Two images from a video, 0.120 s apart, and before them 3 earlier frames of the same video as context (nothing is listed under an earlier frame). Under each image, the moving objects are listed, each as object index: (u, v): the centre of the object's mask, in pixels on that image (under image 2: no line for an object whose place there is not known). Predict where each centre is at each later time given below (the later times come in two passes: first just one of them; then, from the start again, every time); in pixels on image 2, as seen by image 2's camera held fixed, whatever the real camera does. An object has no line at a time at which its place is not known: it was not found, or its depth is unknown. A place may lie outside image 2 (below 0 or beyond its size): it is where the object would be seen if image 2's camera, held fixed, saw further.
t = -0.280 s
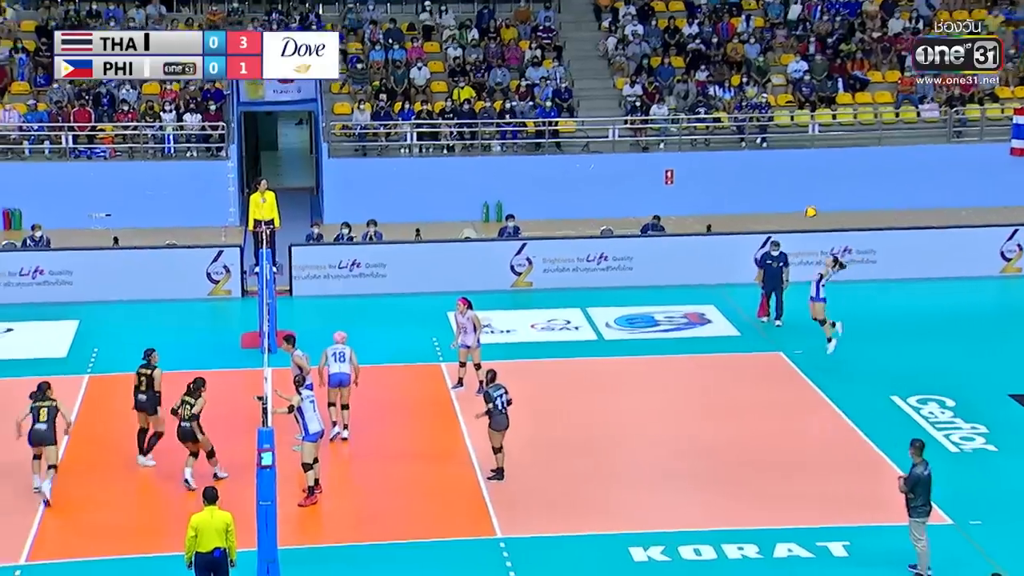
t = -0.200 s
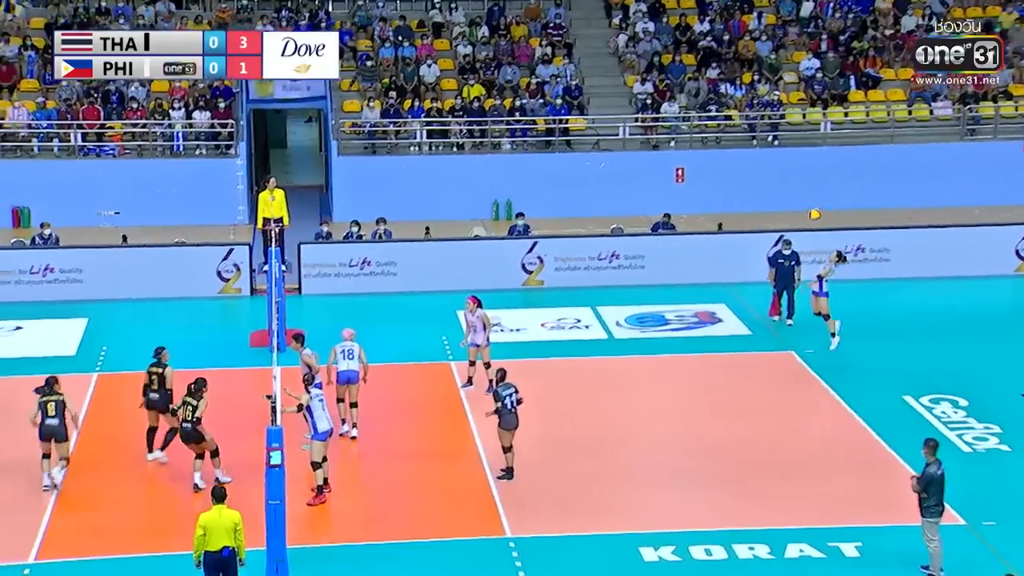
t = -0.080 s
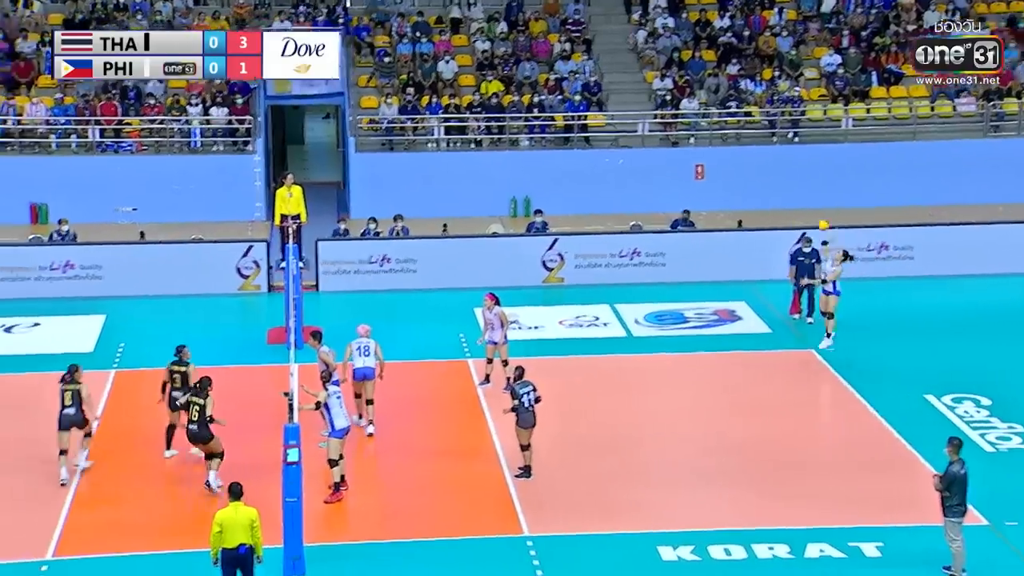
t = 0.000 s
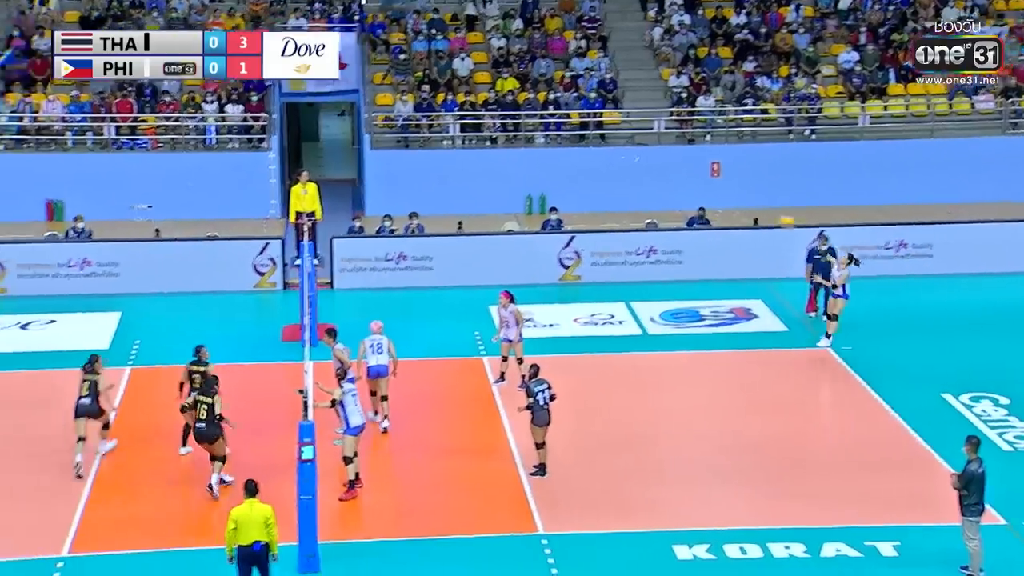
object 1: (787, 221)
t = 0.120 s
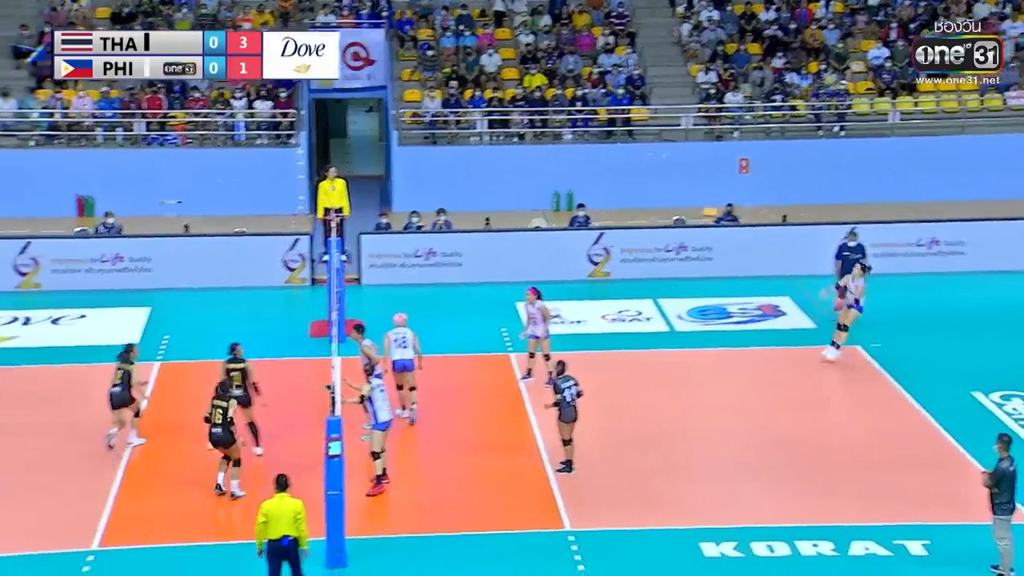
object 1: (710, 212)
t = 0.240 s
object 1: (610, 217)
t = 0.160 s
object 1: (676, 214)
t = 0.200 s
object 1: (643, 215)
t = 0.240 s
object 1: (610, 217)
